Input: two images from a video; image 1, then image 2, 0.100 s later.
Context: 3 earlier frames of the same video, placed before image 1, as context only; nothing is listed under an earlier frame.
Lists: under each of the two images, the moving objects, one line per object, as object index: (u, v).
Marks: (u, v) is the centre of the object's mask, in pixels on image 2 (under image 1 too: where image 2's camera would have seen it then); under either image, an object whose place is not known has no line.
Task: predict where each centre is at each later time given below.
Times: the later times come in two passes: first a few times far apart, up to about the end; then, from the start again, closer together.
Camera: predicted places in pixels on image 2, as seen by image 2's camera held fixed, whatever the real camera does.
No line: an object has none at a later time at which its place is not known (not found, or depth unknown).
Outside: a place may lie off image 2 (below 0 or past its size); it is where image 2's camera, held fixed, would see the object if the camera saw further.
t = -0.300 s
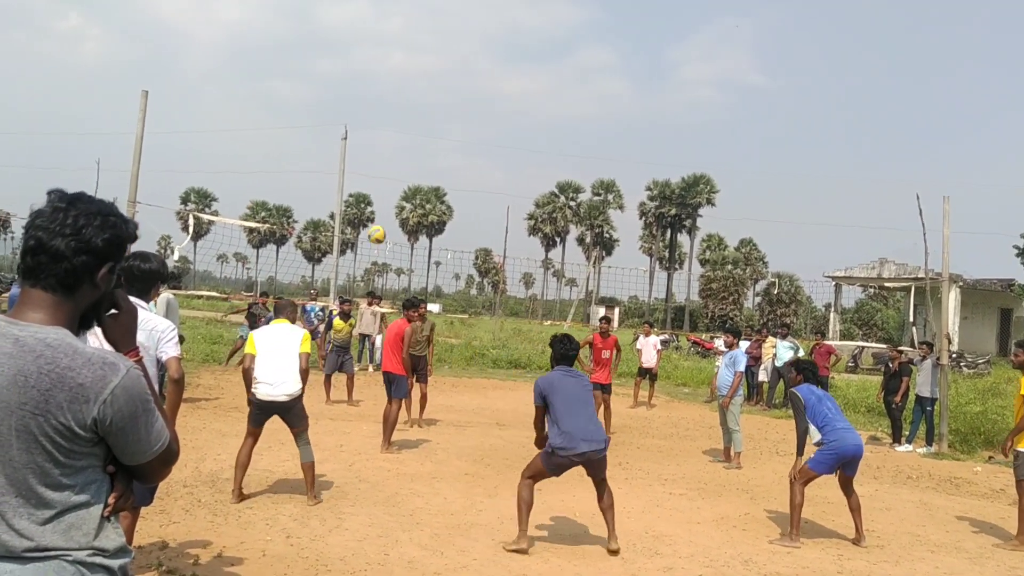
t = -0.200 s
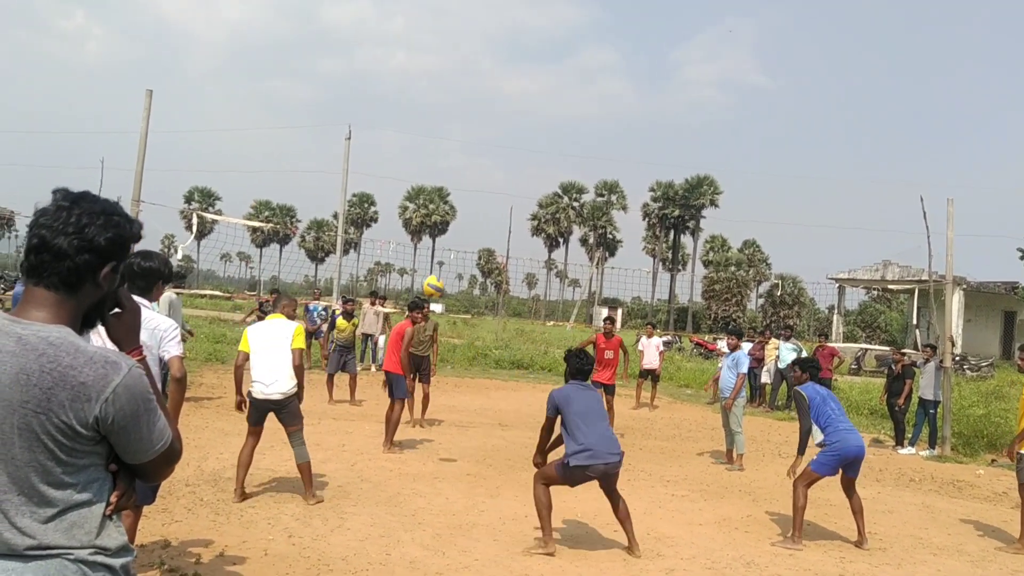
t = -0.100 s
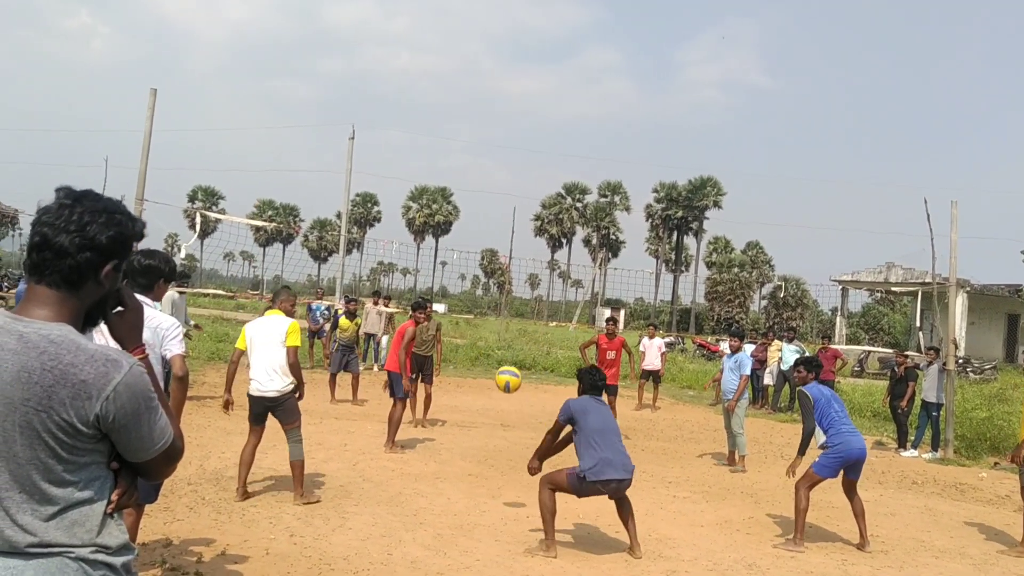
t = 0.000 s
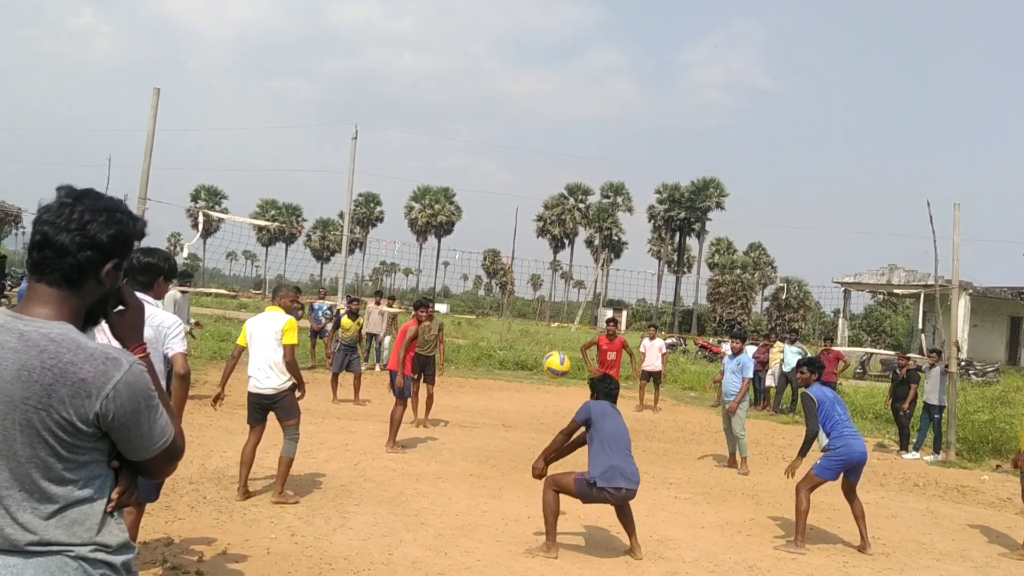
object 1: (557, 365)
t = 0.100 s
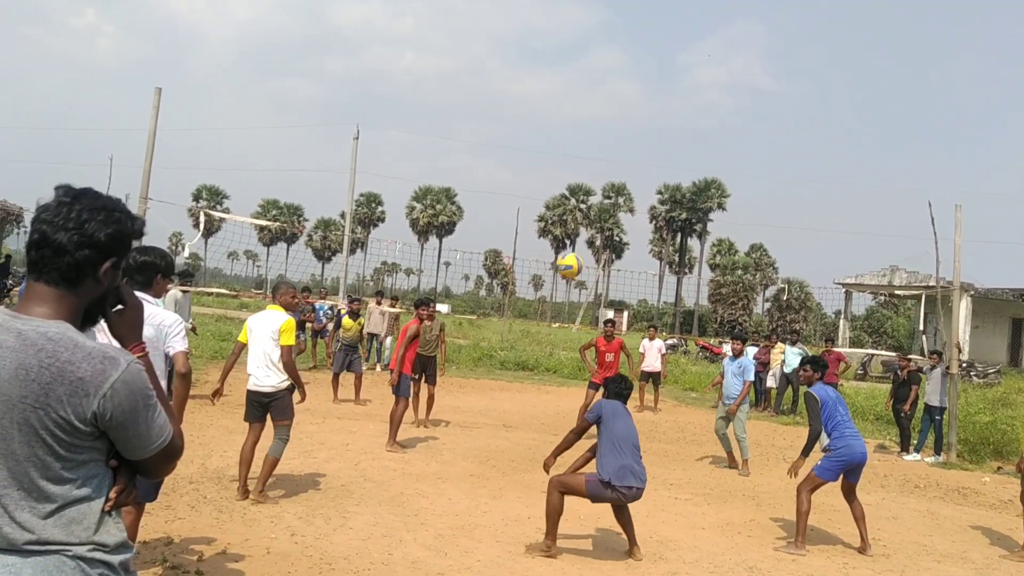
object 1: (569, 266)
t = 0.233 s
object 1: (585, 166)
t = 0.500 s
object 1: (610, 48)
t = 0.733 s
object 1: (626, 14)
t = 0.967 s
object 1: (634, 33)
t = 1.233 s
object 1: (637, 106)
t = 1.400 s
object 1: (633, 175)
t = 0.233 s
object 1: (585, 166)
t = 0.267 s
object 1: (589, 145)
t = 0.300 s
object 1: (593, 127)
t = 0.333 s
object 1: (596, 110)
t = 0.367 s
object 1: (599, 94)
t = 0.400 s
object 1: (602, 80)
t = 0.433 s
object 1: (606, 68)
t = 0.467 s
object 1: (608, 57)
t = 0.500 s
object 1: (610, 48)
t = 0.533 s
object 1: (613, 39)
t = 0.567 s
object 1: (616, 33)
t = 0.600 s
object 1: (618, 27)
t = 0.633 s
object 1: (620, 22)
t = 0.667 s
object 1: (622, 18)
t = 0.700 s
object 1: (624, 16)
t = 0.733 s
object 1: (626, 14)
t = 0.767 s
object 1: (627, 14)
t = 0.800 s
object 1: (629, 15)
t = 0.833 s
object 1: (630, 17)
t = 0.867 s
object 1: (632, 19)
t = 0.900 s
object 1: (633, 23)
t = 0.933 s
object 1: (634, 28)
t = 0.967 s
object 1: (634, 33)
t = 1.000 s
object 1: (635, 39)
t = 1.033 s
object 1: (636, 46)
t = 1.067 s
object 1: (637, 54)
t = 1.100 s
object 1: (637, 63)
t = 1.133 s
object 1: (637, 72)
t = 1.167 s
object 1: (637, 83)
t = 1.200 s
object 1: (637, 94)
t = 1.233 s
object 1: (637, 106)
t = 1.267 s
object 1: (636, 118)
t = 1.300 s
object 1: (636, 131)
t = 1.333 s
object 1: (635, 145)
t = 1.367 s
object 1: (634, 160)
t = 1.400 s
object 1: (633, 175)
